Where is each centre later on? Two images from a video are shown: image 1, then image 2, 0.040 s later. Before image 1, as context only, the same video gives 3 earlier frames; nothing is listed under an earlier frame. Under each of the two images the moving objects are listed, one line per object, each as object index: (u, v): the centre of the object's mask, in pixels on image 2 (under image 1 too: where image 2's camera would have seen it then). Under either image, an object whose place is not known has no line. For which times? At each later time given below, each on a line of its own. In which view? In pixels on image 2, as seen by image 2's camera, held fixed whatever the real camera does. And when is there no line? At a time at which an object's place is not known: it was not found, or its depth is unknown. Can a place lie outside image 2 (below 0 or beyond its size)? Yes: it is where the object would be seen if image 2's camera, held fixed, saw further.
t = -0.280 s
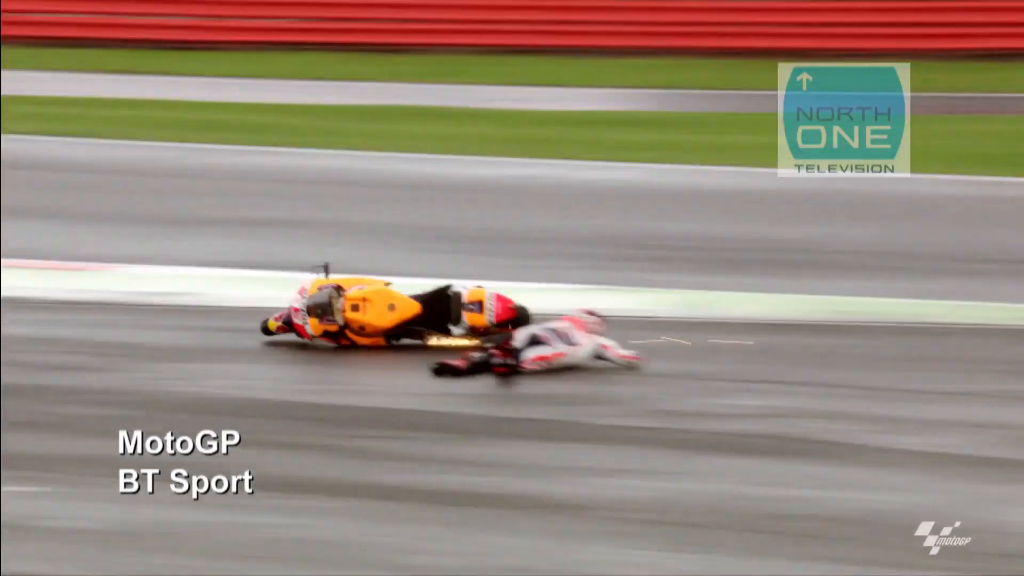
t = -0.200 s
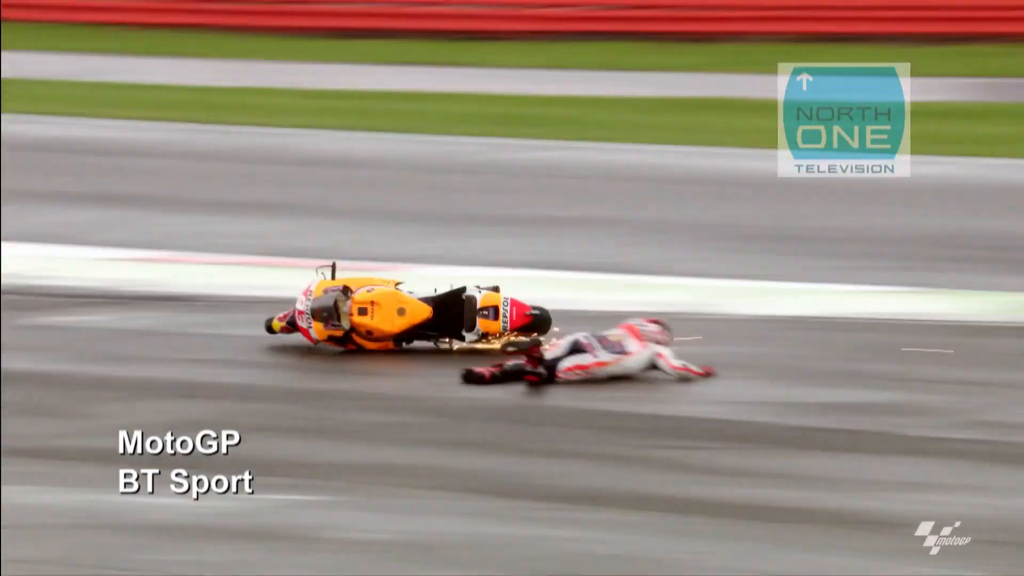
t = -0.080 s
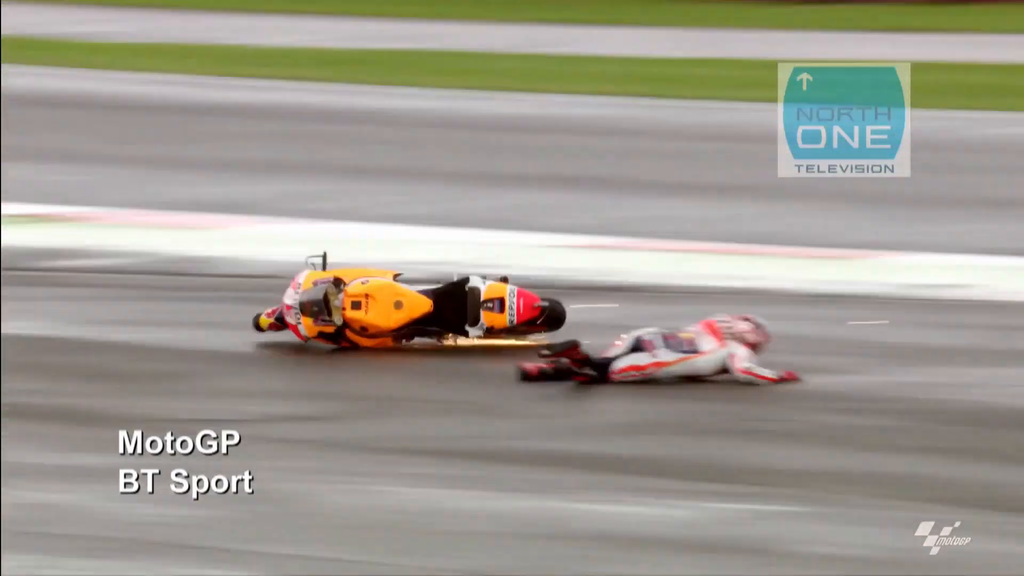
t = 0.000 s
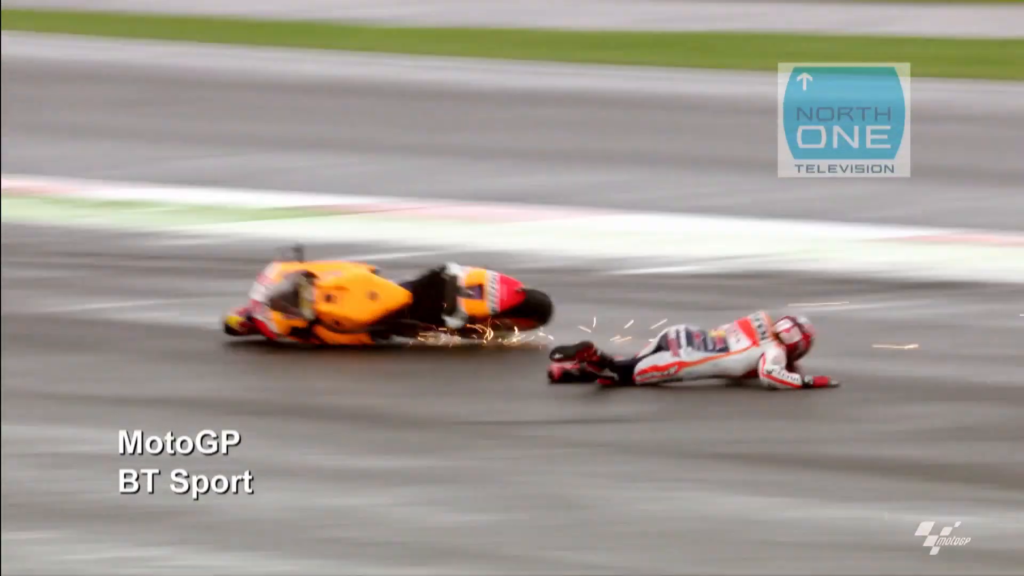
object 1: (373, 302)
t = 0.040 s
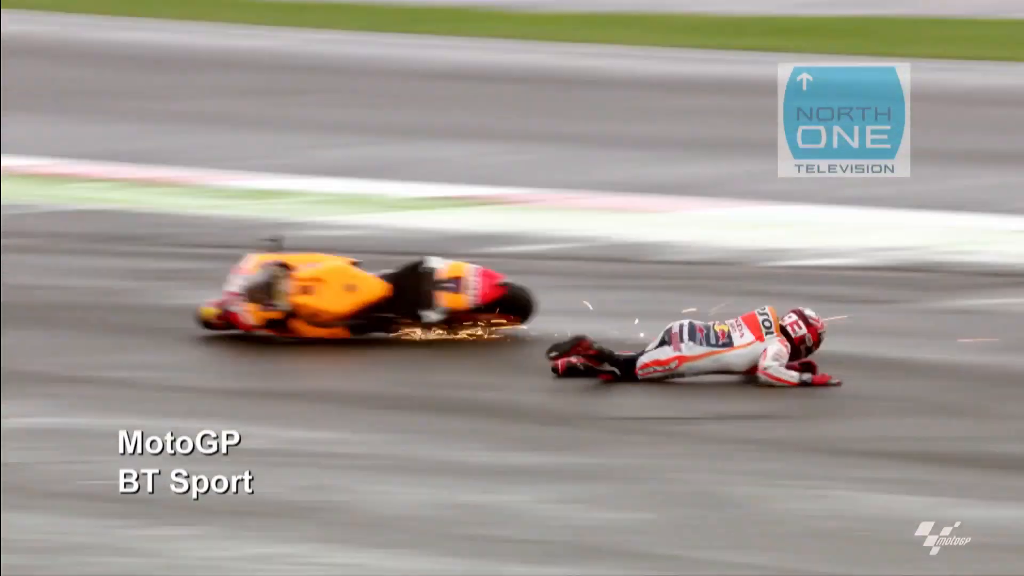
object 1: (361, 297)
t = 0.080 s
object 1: (337, 302)
